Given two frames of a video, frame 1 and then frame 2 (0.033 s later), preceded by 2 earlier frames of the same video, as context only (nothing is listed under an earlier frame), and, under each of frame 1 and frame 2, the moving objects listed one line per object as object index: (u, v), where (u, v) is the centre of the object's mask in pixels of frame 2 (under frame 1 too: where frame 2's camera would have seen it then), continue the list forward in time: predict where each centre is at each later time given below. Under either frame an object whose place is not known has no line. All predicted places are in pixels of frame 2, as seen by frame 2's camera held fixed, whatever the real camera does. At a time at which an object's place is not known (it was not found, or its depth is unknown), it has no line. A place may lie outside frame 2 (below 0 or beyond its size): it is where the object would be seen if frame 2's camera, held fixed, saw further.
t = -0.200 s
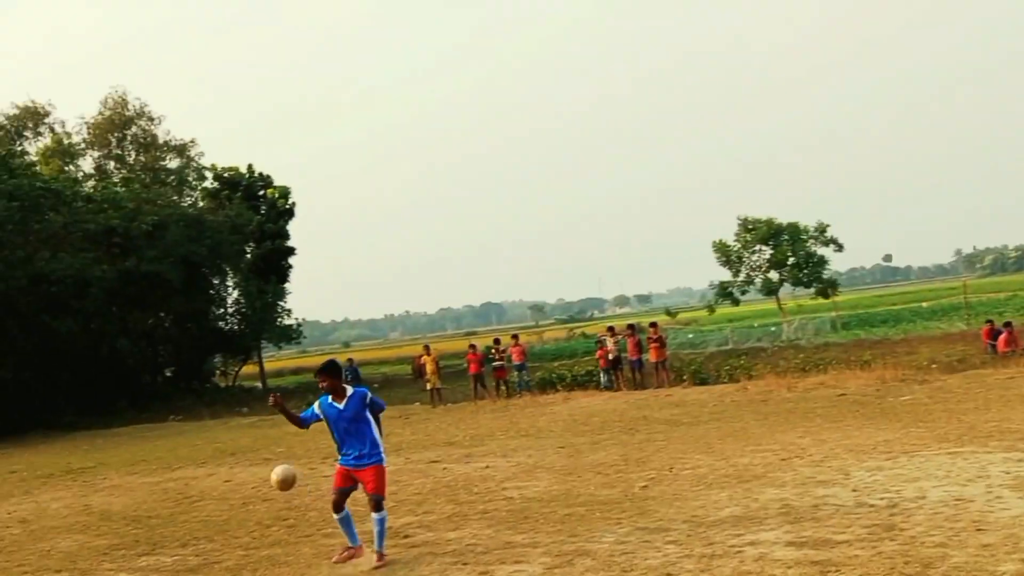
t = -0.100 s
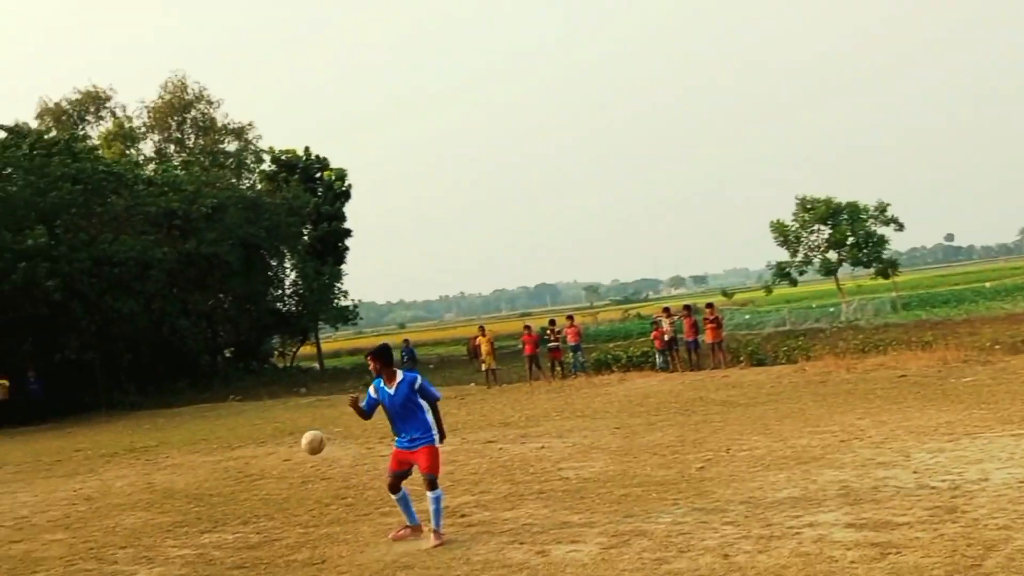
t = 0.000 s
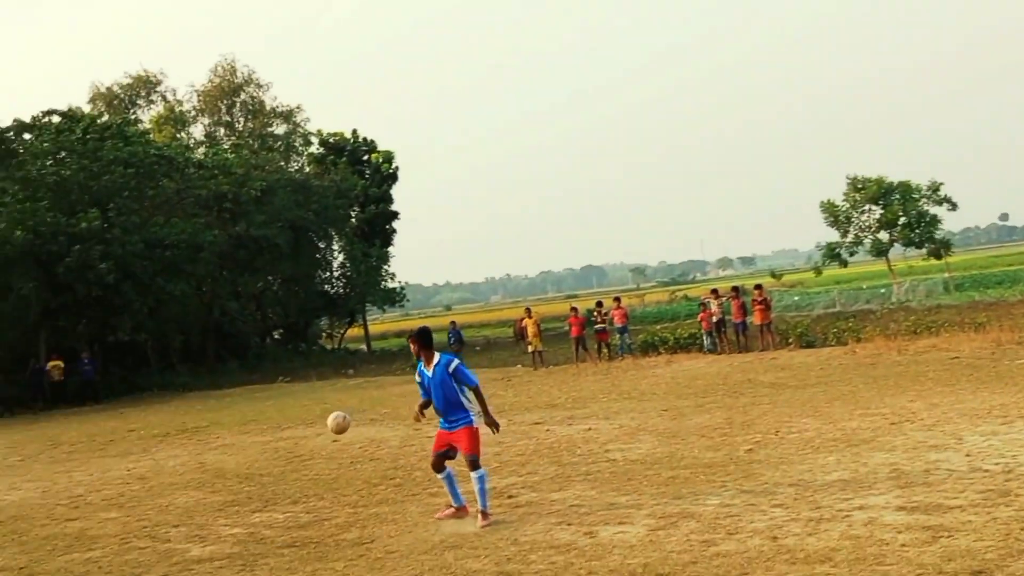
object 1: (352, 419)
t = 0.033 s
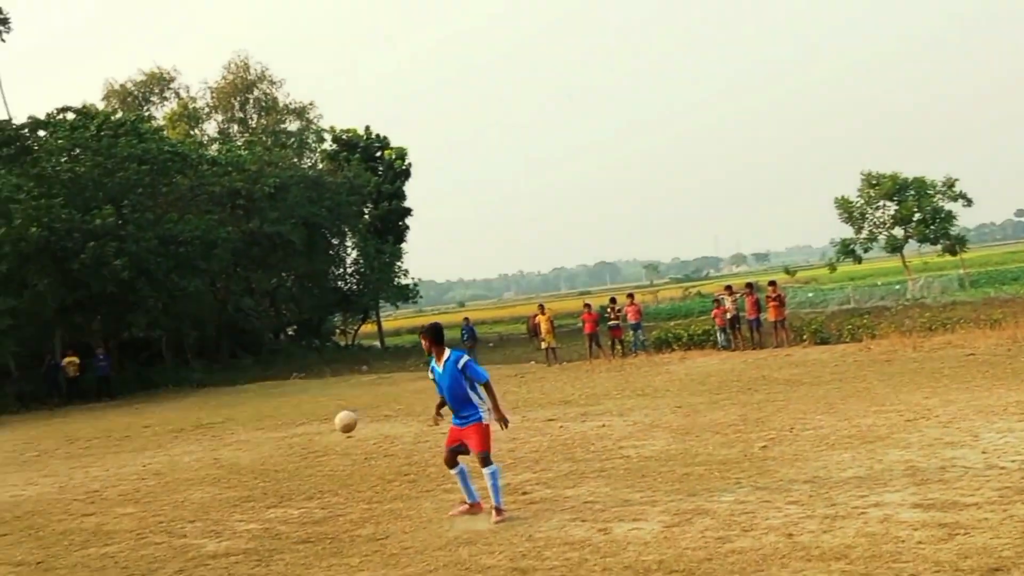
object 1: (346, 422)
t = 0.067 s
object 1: (341, 425)
